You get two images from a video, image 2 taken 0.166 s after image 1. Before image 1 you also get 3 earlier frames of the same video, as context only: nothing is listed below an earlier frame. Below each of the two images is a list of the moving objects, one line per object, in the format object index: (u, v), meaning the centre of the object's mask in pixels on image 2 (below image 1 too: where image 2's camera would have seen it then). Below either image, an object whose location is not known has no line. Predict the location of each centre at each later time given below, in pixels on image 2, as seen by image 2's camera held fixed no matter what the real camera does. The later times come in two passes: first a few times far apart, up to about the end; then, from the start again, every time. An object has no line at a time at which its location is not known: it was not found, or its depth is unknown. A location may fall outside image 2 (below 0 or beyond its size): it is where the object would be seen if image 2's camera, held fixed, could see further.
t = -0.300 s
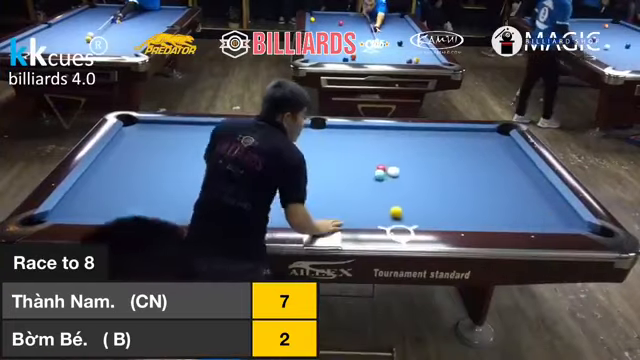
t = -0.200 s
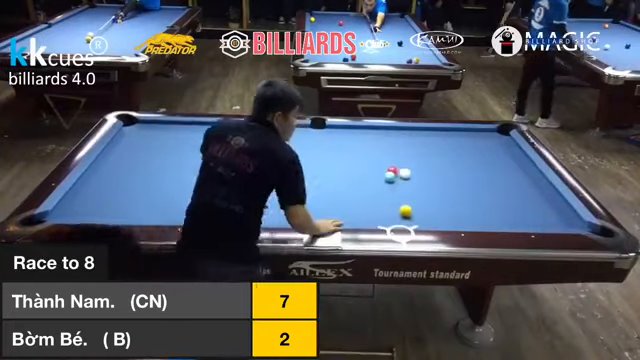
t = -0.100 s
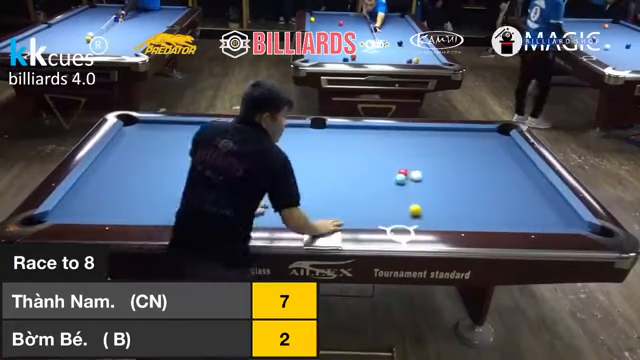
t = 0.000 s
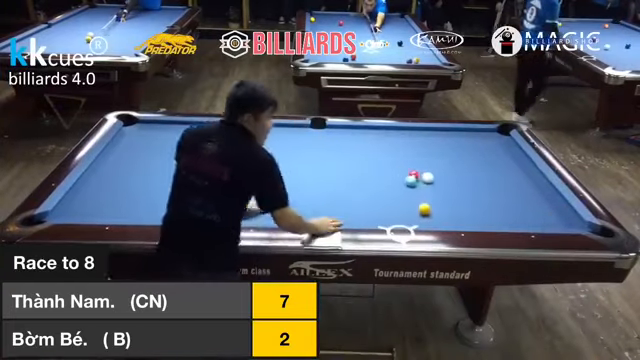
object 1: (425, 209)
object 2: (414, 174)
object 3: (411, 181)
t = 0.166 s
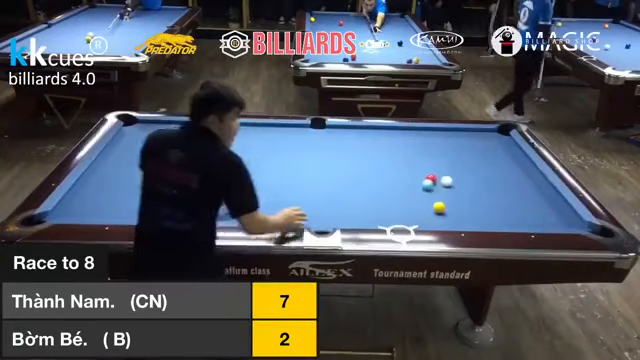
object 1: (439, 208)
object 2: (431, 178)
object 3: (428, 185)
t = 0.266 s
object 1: (447, 207)
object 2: (441, 180)
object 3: (438, 187)
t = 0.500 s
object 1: (466, 205)
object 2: (466, 184)
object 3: (462, 192)
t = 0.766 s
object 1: (486, 202)
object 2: (494, 189)
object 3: (488, 195)
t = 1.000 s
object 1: (502, 205)
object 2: (520, 193)
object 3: (513, 200)
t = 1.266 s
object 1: (520, 207)
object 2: (547, 197)
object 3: (541, 202)
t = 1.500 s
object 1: (533, 209)
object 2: (554, 195)
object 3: (558, 206)
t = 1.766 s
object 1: (548, 211)
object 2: (551, 193)
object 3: (566, 207)
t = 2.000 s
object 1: (559, 213)
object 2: (545, 191)
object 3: (565, 206)
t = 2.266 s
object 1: (567, 217)
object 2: (539, 189)
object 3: (565, 206)
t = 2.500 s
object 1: (574, 220)
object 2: (535, 187)
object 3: (566, 207)
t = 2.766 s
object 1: (580, 222)
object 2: (531, 185)
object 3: (566, 207)
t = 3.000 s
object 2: (529, 185)
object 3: (566, 207)
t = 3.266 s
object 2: (527, 184)
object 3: (566, 207)
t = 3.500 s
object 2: (526, 184)
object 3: (566, 207)
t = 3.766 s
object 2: (526, 184)
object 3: (566, 207)
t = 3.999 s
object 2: (526, 184)
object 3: (567, 207)
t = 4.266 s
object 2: (527, 184)
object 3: (567, 207)
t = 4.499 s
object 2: (527, 184)
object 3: (567, 207)
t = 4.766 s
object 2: (526, 184)
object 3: (566, 207)
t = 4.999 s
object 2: (526, 184)
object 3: (566, 207)
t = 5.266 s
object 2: (526, 184)
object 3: (567, 207)
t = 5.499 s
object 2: (527, 184)
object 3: (567, 207)
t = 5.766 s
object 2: (527, 184)
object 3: (567, 207)
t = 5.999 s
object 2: (526, 184)
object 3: (566, 207)
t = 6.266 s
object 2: (526, 184)
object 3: (567, 207)
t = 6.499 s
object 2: (526, 184)
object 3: (566, 207)
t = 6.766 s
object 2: (526, 184)
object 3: (567, 207)
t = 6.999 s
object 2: (527, 184)
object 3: (567, 207)
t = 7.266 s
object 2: (527, 184)
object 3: (567, 207)
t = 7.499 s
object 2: (527, 184)
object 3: (567, 207)
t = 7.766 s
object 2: (526, 184)
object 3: (567, 207)
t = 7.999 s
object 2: (526, 184)
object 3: (567, 207)
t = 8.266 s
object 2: (527, 184)
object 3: (567, 207)
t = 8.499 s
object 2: (527, 184)
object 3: (567, 207)
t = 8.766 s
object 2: (527, 184)
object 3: (567, 207)
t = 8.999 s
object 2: (527, 184)
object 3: (567, 207)
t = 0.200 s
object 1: (441, 207)
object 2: (435, 179)
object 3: (431, 186)
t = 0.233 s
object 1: (444, 207)
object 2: (438, 179)
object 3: (434, 187)
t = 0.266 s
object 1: (447, 207)
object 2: (441, 180)
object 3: (438, 187)
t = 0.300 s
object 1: (450, 206)
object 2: (445, 180)
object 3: (441, 188)
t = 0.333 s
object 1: (453, 206)
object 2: (449, 181)
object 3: (445, 189)
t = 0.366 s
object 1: (455, 206)
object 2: (453, 182)
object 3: (449, 190)
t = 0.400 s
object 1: (458, 205)
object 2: (456, 182)
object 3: (452, 190)
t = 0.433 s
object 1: (460, 205)
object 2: (459, 183)
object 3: (454, 191)
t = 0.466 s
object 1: (463, 205)
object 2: (463, 184)
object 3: (458, 191)
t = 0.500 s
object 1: (466, 205)
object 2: (466, 184)
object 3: (462, 192)
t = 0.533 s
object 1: (468, 204)
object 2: (470, 185)
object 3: (465, 192)
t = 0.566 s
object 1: (471, 204)
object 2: (473, 185)
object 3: (468, 193)
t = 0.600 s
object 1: (474, 204)
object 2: (477, 186)
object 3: (471, 193)
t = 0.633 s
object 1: (476, 204)
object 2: (481, 187)
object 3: (474, 194)
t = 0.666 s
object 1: (479, 203)
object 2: (484, 188)
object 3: (478, 194)
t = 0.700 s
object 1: (481, 203)
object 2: (488, 188)
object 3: (482, 194)
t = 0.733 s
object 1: (484, 203)
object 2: (491, 189)
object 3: (485, 195)
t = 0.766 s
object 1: (486, 202)
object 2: (494, 189)
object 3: (488, 195)
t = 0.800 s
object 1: (489, 202)
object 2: (497, 189)
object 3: (492, 195)
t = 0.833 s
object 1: (492, 203)
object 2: (502, 190)
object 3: (498, 197)
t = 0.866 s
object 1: (494, 203)
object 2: (505, 191)
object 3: (501, 197)
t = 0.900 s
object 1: (496, 203)
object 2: (509, 191)
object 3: (504, 198)
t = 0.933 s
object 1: (498, 204)
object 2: (513, 192)
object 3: (508, 199)
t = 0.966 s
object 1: (500, 204)
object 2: (517, 193)
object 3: (511, 199)
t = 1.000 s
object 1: (502, 205)
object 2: (520, 193)
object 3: (513, 200)
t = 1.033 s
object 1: (505, 205)
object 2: (524, 195)
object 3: (517, 200)
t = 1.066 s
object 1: (507, 205)
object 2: (527, 195)
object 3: (521, 200)
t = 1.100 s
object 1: (509, 206)
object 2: (531, 196)
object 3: (524, 201)
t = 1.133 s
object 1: (511, 206)
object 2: (534, 196)
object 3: (527, 202)
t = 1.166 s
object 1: (513, 206)
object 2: (538, 197)
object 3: (531, 202)
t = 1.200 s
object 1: (515, 207)
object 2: (542, 197)
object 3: (534, 202)
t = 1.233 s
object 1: (518, 207)
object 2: (545, 197)
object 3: (538, 202)
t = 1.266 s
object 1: (520, 207)
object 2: (547, 197)
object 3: (541, 202)
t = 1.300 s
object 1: (522, 207)
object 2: (549, 198)
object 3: (543, 203)
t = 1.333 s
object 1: (524, 208)
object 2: (551, 196)
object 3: (546, 203)
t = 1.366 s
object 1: (526, 208)
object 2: (552, 197)
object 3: (548, 204)
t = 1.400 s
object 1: (527, 208)
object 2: (553, 196)
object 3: (551, 205)
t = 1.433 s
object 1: (529, 209)
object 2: (553, 195)
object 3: (554, 206)
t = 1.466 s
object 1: (532, 209)
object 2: (554, 195)
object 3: (556, 206)
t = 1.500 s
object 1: (533, 209)
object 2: (554, 195)
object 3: (558, 206)
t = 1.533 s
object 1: (536, 209)
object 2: (555, 195)
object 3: (558, 206)
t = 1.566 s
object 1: (537, 210)
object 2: (556, 195)
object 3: (560, 206)
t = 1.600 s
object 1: (539, 210)
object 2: (555, 195)
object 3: (561, 206)
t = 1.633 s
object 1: (541, 210)
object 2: (555, 195)
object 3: (562, 206)
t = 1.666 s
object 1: (543, 210)
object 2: (553, 194)
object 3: (563, 207)
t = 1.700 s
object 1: (545, 210)
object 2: (553, 193)
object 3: (565, 207)
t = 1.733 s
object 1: (546, 211)
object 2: (552, 193)
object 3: (566, 207)
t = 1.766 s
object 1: (548, 211)
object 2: (551, 193)
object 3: (566, 207)
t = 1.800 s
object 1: (550, 211)
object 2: (550, 192)
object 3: (566, 208)
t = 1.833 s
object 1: (552, 211)
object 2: (548, 192)
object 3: (566, 208)
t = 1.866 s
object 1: (553, 211)
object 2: (548, 192)
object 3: (566, 208)
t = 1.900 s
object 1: (554, 212)
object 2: (547, 191)
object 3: (565, 208)
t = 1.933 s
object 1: (556, 212)
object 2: (547, 191)
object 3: (565, 208)
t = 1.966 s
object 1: (557, 212)
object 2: (546, 191)
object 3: (565, 207)
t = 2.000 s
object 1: (559, 213)
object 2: (545, 191)
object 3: (565, 206)
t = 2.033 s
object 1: (560, 213)
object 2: (544, 190)
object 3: (565, 206)
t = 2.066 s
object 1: (561, 214)
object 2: (544, 190)
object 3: (565, 206)
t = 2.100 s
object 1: (562, 214)
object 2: (542, 190)
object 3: (565, 206)
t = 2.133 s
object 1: (563, 214)
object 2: (542, 189)
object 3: (565, 206)
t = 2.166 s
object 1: (564, 215)
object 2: (540, 189)
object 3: (564, 206)
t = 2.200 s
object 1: (565, 216)
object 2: (539, 189)
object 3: (564, 206)
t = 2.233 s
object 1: (566, 216)
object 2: (539, 188)
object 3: (565, 206)
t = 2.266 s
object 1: (567, 217)
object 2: (539, 189)
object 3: (565, 206)
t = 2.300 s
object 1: (568, 217)
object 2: (538, 188)
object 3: (565, 206)
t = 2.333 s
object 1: (569, 217)
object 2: (538, 188)
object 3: (565, 206)
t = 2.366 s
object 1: (570, 218)
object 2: (537, 188)
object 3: (565, 206)
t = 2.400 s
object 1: (571, 218)
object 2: (537, 187)
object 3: (566, 207)
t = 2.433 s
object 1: (572, 219)
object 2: (537, 187)
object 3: (566, 207)
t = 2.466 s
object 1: (572, 219)
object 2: (535, 187)
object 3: (566, 207)
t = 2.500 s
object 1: (574, 220)
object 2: (535, 187)
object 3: (566, 207)
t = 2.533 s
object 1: (574, 220)
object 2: (534, 187)
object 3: (566, 207)
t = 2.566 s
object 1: (575, 220)
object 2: (534, 187)
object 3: (567, 207)
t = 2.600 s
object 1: (576, 221)
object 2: (534, 186)
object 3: (566, 207)
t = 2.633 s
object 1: (577, 221)
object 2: (533, 186)
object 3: (566, 207)
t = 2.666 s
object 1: (577, 221)
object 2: (533, 186)
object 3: (566, 207)
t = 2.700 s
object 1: (578, 222)
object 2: (532, 185)
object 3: (567, 207)
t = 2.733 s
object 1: (579, 222)
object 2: (532, 185)
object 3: (567, 207)
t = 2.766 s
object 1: (580, 222)
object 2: (531, 185)
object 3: (566, 207)
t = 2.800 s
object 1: (580, 222)
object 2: (531, 185)
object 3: (566, 207)
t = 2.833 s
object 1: (580, 223)
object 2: (531, 186)
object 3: (566, 207)
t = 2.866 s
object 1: (581, 223)
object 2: (531, 185)
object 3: (567, 207)
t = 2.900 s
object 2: (530, 185)
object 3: (566, 207)
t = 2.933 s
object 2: (530, 185)
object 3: (567, 207)
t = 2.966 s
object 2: (529, 185)
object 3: (566, 207)
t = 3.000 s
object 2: (529, 185)
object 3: (566, 207)
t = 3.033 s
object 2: (529, 185)
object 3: (566, 207)
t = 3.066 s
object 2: (528, 185)
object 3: (566, 207)
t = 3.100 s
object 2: (528, 185)
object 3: (566, 207)
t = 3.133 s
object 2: (528, 184)
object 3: (567, 207)
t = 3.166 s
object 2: (528, 184)
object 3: (566, 207)
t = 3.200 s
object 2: (527, 184)
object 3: (566, 207)
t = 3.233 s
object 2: (527, 184)
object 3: (566, 207)
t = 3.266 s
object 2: (527, 184)
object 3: (566, 207)
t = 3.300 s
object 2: (527, 184)
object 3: (566, 207)
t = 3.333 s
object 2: (527, 184)
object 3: (566, 207)
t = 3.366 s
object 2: (527, 184)
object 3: (566, 207)
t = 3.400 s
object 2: (527, 184)
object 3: (566, 207)
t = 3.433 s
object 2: (526, 184)
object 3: (567, 207)
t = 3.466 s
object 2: (526, 184)
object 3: (567, 207)
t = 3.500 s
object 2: (526, 184)
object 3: (566, 207)
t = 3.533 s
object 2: (526, 184)
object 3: (567, 207)
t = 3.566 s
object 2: (526, 184)
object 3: (566, 207)
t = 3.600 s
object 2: (526, 184)
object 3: (566, 207)
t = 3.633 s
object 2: (526, 184)
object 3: (566, 207)
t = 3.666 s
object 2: (526, 184)
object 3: (566, 207)
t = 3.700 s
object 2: (526, 184)
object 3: (567, 207)
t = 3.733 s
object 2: (526, 184)
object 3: (567, 207)
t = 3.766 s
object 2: (526, 184)
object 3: (566, 207)
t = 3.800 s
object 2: (526, 184)
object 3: (567, 207)
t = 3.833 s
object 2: (526, 184)
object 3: (567, 207)
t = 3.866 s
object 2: (526, 184)
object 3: (567, 207)
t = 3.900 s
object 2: (526, 184)
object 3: (567, 207)
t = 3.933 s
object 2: (526, 184)
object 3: (566, 207)
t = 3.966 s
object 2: (526, 184)
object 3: (566, 207)
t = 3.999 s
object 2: (526, 184)
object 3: (567, 207)
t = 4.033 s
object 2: (526, 184)
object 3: (566, 207)
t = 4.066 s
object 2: (526, 184)
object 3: (566, 207)
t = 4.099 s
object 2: (527, 184)
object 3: (566, 207)
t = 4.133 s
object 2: (527, 184)
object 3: (566, 207)
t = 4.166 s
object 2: (527, 184)
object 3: (566, 207)
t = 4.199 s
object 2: (526, 184)
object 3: (567, 207)
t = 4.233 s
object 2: (527, 184)
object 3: (567, 208)
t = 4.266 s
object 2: (527, 184)
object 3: (567, 207)
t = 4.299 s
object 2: (527, 184)
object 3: (567, 207)
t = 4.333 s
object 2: (527, 184)
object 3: (566, 207)
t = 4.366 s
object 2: (526, 184)
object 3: (567, 207)
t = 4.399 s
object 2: (527, 184)
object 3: (567, 207)
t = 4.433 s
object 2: (527, 184)
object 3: (567, 207)
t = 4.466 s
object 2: (527, 184)
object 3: (567, 207)
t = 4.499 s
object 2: (527, 184)
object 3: (567, 207)
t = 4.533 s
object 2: (526, 184)
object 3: (566, 207)
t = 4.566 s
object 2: (526, 184)
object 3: (566, 207)
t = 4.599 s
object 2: (526, 184)
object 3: (567, 207)
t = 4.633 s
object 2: (526, 184)
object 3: (566, 207)
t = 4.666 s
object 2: (526, 184)
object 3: (566, 207)
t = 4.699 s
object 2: (526, 184)
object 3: (567, 207)
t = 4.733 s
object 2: (526, 184)
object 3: (567, 207)
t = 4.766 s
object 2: (526, 184)
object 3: (566, 207)
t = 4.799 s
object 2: (526, 184)
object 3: (566, 207)
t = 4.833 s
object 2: (526, 184)
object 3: (566, 207)
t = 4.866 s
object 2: (526, 184)
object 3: (566, 207)
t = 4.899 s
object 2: (526, 184)
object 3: (566, 207)
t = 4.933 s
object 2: (526, 184)
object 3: (567, 207)
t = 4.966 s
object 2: (526, 184)
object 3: (566, 207)
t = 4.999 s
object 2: (526, 184)
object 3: (566, 207)
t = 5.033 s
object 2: (526, 184)
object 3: (566, 207)
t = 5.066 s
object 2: (526, 184)
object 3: (566, 207)
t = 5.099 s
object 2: (526, 184)
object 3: (566, 207)
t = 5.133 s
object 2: (526, 184)
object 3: (566, 207)
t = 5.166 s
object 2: (526, 184)
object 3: (566, 207)
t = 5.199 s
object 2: (526, 184)
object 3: (567, 207)
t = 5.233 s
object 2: (526, 184)
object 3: (567, 207)
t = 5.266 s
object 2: (526, 184)
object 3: (567, 207)
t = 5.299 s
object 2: (526, 184)
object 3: (567, 207)
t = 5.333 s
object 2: (526, 184)
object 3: (566, 207)
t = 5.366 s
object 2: (526, 184)
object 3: (567, 207)
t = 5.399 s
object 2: (526, 184)
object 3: (567, 207)
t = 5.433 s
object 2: (526, 184)
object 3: (567, 207)
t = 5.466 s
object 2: (526, 184)
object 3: (567, 207)
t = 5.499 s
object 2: (527, 184)
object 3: (567, 207)
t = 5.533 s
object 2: (527, 184)
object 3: (566, 207)
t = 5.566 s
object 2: (527, 184)
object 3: (567, 207)
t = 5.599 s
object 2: (527, 184)
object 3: (567, 207)
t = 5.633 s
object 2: (527, 184)
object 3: (567, 207)
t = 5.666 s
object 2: (527, 184)
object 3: (567, 207)
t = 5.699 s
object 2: (527, 184)
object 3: (567, 207)
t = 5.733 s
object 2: (527, 184)
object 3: (567, 207)
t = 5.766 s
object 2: (527, 184)
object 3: (567, 207)
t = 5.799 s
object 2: (527, 184)
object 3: (567, 207)
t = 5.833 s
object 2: (527, 184)
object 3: (567, 207)
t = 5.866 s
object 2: (527, 184)
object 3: (567, 207)
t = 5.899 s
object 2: (526, 184)
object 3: (566, 207)
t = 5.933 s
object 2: (526, 184)
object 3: (567, 207)
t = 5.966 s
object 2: (526, 184)
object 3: (566, 207)
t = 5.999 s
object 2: (526, 184)
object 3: (566, 207)
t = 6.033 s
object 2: (526, 184)
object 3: (566, 207)
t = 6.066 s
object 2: (526, 184)
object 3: (567, 207)
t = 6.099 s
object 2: (526, 184)
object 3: (566, 207)
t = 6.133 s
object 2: (526, 184)
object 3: (566, 207)
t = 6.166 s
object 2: (526, 184)
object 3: (566, 207)
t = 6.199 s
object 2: (526, 184)
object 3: (566, 207)
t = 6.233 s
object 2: (526, 184)
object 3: (566, 207)
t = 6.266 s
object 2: (526, 184)
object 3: (567, 207)
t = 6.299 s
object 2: (526, 184)
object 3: (567, 207)
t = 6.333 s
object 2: (526, 184)
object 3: (566, 207)
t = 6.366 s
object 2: (526, 184)
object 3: (566, 207)
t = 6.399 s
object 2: (526, 184)
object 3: (566, 207)
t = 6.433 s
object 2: (526, 184)
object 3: (566, 207)
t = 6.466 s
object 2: (526, 184)
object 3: (567, 207)
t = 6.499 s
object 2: (526, 184)
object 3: (566, 207)
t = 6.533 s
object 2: (526, 184)
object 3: (567, 207)
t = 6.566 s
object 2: (526, 184)
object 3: (566, 207)
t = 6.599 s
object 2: (526, 184)
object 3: (567, 207)
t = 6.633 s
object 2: (526, 184)
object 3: (567, 207)
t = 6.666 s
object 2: (526, 184)
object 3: (567, 207)
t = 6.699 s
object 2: (526, 184)
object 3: (566, 207)
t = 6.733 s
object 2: (526, 184)
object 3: (567, 207)
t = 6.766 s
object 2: (526, 184)
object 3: (567, 207)
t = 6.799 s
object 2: (526, 184)
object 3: (567, 207)
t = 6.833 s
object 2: (527, 184)
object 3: (567, 207)
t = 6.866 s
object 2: (527, 184)
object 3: (567, 207)
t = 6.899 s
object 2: (527, 184)
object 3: (567, 207)
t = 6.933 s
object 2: (527, 184)
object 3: (567, 207)
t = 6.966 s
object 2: (527, 184)
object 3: (567, 207)
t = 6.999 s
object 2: (527, 184)
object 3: (567, 207)
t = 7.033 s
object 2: (527, 184)
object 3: (567, 207)
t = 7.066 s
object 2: (527, 184)
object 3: (567, 207)
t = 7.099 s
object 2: (527, 184)
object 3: (567, 207)
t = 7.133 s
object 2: (527, 184)
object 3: (567, 207)
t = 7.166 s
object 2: (527, 184)
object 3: (567, 207)
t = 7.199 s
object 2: (527, 184)
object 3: (567, 207)
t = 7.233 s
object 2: (527, 184)
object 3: (567, 207)
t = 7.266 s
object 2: (527, 184)
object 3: (567, 207)
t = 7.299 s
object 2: (527, 184)
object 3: (567, 207)
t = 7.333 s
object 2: (527, 184)
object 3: (567, 207)
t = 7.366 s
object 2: (527, 184)
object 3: (567, 207)
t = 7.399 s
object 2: (527, 184)
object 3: (567, 207)
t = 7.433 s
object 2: (527, 184)
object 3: (567, 207)
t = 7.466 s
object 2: (527, 184)
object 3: (567, 207)
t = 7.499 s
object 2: (527, 184)
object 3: (567, 207)
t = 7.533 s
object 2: (526, 184)
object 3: (567, 207)
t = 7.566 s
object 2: (526, 184)
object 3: (567, 207)
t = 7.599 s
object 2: (526, 184)
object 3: (567, 207)
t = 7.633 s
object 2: (526, 184)
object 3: (567, 207)
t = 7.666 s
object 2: (526, 184)
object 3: (567, 207)
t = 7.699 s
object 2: (526, 184)
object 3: (567, 207)
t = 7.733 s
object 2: (526, 184)
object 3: (567, 207)
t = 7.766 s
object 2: (526, 184)
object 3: (567, 207)
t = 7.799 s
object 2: (526, 184)
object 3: (567, 207)
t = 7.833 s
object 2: (526, 184)
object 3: (567, 207)
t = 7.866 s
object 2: (526, 184)
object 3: (567, 207)
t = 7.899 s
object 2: (526, 184)
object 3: (567, 207)
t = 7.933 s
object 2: (526, 184)
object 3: (567, 207)
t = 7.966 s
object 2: (526, 184)
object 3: (567, 207)
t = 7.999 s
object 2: (526, 184)
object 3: (567, 207)
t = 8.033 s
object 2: (526, 184)
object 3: (567, 207)
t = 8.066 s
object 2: (526, 184)
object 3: (567, 207)
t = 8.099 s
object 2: (526, 184)
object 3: (567, 207)
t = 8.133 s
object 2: (526, 184)
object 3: (567, 207)
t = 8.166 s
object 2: (527, 184)
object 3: (567, 207)
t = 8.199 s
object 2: (527, 184)
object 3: (567, 207)
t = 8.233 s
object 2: (527, 184)
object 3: (567, 207)
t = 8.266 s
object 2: (527, 184)
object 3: (567, 207)
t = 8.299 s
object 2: (527, 184)
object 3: (567, 207)
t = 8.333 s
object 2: (527, 184)
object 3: (567, 207)
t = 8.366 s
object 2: (527, 184)
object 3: (567, 207)
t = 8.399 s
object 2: (527, 184)
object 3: (567, 207)
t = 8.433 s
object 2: (527, 184)
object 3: (567, 207)
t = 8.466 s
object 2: (527, 184)
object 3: (567, 207)
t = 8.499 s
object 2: (527, 184)
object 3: (567, 207)
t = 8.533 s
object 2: (527, 184)
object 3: (567, 207)
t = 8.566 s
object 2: (527, 184)
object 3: (567, 207)
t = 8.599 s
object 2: (527, 184)
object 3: (567, 207)
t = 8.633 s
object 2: (527, 184)
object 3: (567, 207)
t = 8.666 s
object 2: (527, 184)
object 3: (567, 207)
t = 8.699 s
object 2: (527, 184)
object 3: (567, 207)
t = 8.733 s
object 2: (527, 184)
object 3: (567, 207)
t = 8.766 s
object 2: (527, 184)
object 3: (567, 207)
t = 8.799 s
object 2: (527, 184)
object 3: (567, 207)
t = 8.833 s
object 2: (527, 184)
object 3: (567, 207)
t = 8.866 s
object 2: (527, 184)
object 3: (567, 207)
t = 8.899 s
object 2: (527, 184)
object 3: (567, 207)
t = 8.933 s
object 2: (527, 184)
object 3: (567, 207)
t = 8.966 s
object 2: (527, 184)
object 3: (567, 207)
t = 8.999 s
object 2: (527, 184)
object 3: (567, 207)
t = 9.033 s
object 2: (527, 184)
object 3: (567, 207)
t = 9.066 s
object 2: (527, 184)
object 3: (567, 207)
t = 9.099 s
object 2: (527, 184)
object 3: (567, 207)
